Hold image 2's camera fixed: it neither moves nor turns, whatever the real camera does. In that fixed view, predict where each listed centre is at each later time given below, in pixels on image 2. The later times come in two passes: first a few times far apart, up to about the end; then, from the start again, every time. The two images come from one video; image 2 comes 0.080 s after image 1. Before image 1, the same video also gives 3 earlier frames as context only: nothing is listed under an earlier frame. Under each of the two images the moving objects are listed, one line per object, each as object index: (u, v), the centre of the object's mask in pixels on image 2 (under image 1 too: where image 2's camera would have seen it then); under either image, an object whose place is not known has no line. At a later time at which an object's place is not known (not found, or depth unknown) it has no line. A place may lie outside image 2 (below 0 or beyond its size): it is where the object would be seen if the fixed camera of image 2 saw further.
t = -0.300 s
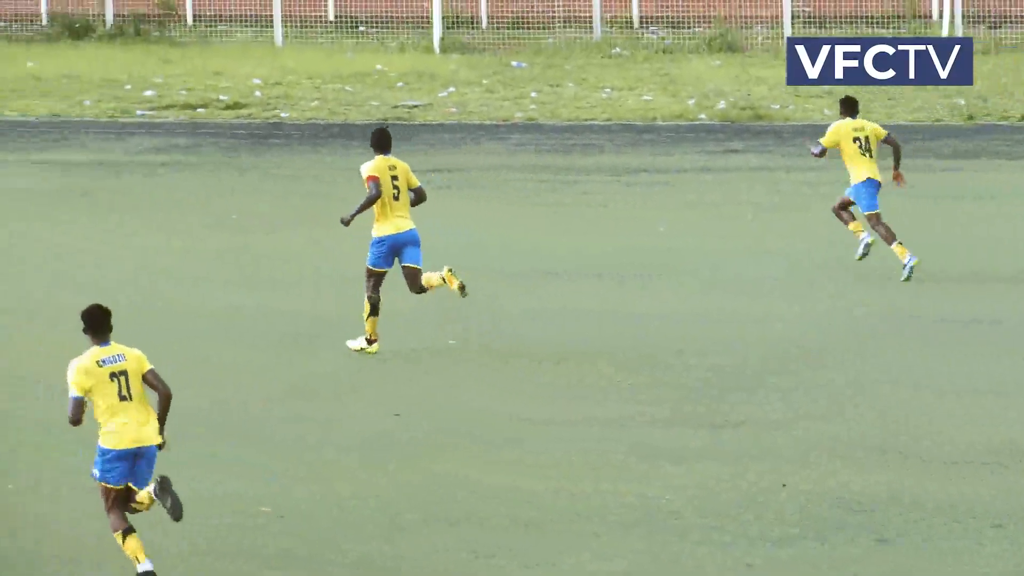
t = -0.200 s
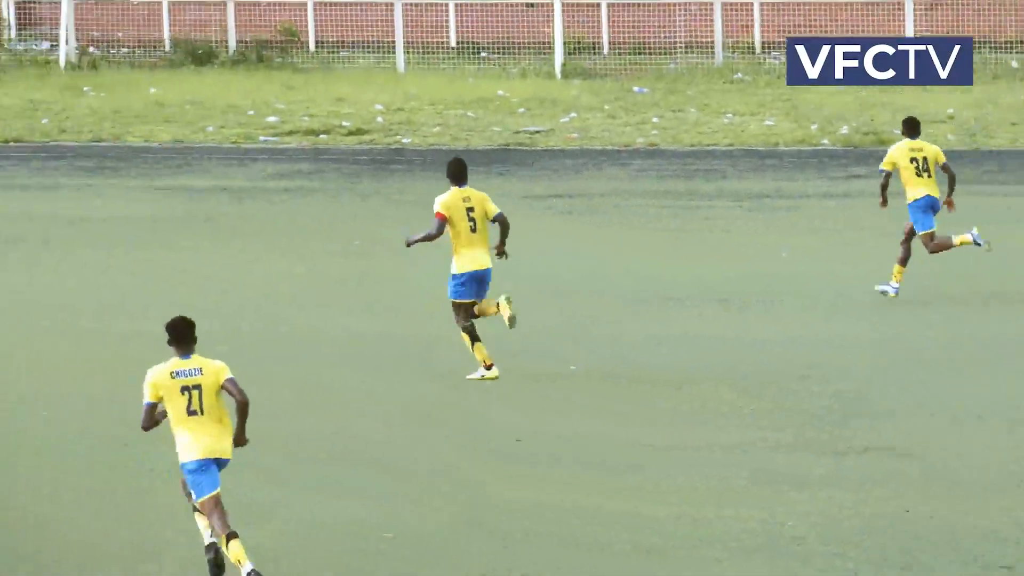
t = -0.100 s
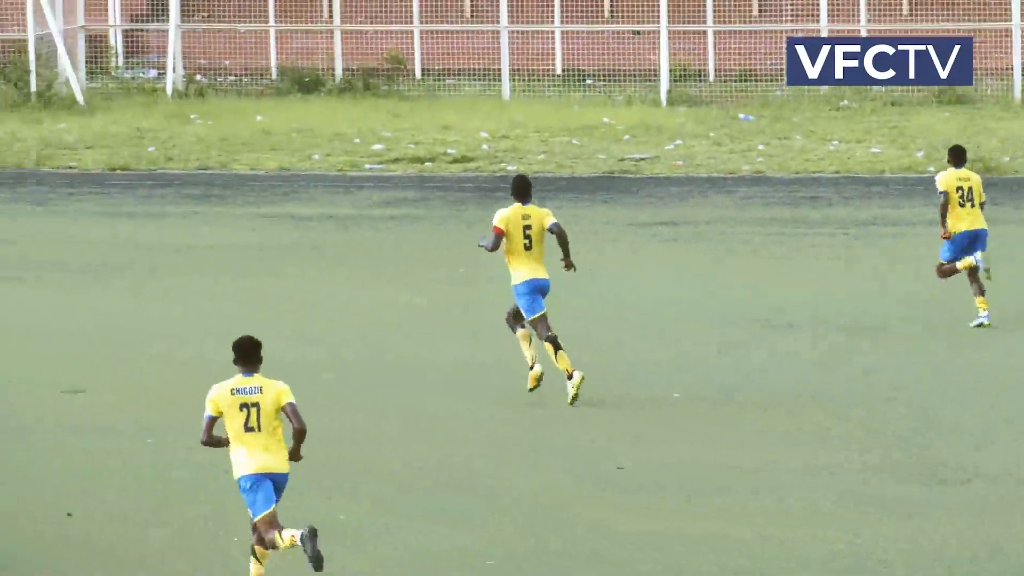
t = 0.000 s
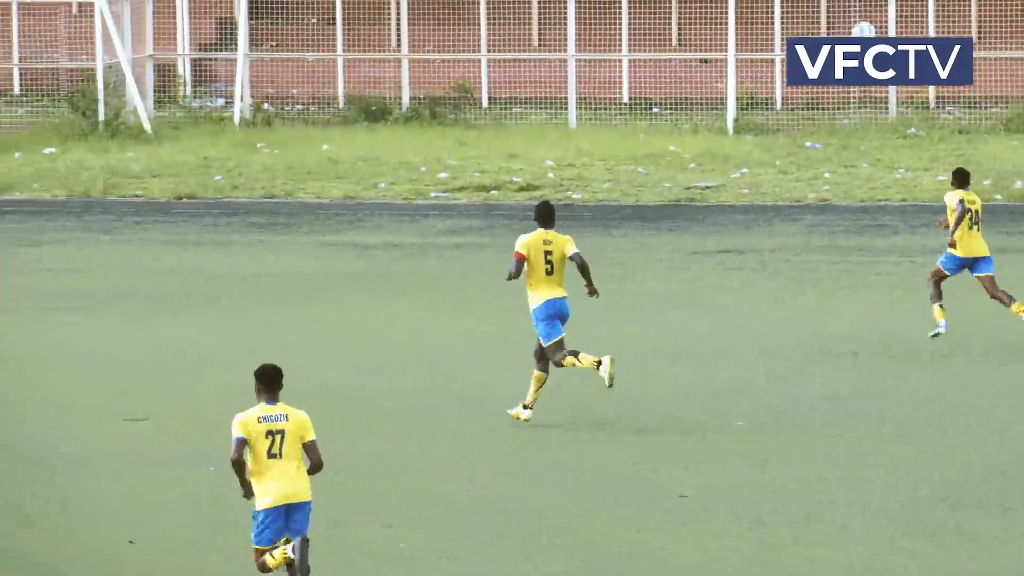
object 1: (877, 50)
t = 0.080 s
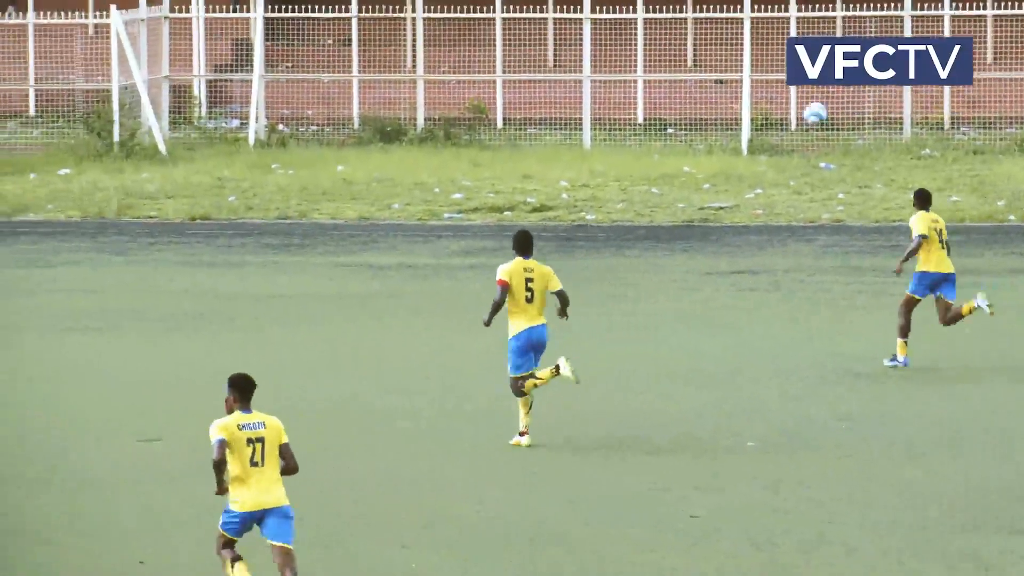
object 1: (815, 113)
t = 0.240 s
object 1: (692, 240)
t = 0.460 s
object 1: (590, 248)
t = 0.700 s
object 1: (539, 127)
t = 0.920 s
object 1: (489, 69)
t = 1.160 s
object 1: (440, 58)
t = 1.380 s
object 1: (397, 96)
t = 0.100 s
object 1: (800, 129)
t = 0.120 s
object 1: (784, 145)
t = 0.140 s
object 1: (768, 161)
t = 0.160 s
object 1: (753, 177)
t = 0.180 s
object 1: (737, 192)
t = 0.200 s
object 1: (722, 209)
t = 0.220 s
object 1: (707, 224)
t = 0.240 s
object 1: (692, 240)
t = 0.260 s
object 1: (677, 258)
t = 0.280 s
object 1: (662, 274)
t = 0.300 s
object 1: (647, 291)
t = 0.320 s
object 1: (633, 308)
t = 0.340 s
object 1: (618, 325)
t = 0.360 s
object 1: (611, 318)
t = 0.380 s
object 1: (607, 303)
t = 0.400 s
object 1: (603, 288)
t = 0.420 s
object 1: (599, 274)
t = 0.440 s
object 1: (595, 261)
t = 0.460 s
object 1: (590, 248)
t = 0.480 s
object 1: (586, 234)
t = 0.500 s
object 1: (582, 223)
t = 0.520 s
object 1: (578, 212)
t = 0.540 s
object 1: (573, 200)
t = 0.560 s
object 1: (569, 190)
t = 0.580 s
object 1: (566, 179)
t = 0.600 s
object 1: (561, 169)
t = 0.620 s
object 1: (557, 160)
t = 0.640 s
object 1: (552, 151)
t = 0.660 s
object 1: (547, 142)
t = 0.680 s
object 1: (543, 134)
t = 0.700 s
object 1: (539, 127)
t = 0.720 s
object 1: (534, 120)
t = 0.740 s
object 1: (529, 113)
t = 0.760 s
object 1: (525, 106)
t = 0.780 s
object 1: (520, 100)
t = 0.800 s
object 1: (516, 95)
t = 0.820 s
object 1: (511, 89)
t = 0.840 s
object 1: (509, 85)
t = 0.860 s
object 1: (503, 80)
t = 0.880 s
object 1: (498, 76)
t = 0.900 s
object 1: (494, 73)
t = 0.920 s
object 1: (489, 69)
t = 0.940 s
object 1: (485, 66)
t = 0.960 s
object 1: (481, 63)
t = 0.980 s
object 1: (477, 61)
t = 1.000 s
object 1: (473, 60)
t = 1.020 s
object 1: (468, 58)
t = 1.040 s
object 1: (464, 57)
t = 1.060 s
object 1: (460, 55)
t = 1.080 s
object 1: (455, 55)
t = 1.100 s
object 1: (452, 55)
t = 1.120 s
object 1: (448, 56)
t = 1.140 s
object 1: (444, 57)
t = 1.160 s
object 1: (440, 58)
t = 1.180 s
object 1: (436, 59)
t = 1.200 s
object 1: (432, 61)
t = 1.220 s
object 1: (429, 64)
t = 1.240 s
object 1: (424, 67)
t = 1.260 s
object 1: (420, 70)
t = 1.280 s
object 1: (416, 72)
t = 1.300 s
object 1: (412, 77)
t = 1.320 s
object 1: (408, 82)
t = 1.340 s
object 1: (404, 86)
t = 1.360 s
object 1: (401, 91)
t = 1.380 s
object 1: (397, 96)
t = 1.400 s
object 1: (394, 102)
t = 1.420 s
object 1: (390, 108)
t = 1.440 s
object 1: (386, 115)
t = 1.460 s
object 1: (382, 123)
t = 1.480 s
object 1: (379, 130)
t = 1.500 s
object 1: (375, 137)
